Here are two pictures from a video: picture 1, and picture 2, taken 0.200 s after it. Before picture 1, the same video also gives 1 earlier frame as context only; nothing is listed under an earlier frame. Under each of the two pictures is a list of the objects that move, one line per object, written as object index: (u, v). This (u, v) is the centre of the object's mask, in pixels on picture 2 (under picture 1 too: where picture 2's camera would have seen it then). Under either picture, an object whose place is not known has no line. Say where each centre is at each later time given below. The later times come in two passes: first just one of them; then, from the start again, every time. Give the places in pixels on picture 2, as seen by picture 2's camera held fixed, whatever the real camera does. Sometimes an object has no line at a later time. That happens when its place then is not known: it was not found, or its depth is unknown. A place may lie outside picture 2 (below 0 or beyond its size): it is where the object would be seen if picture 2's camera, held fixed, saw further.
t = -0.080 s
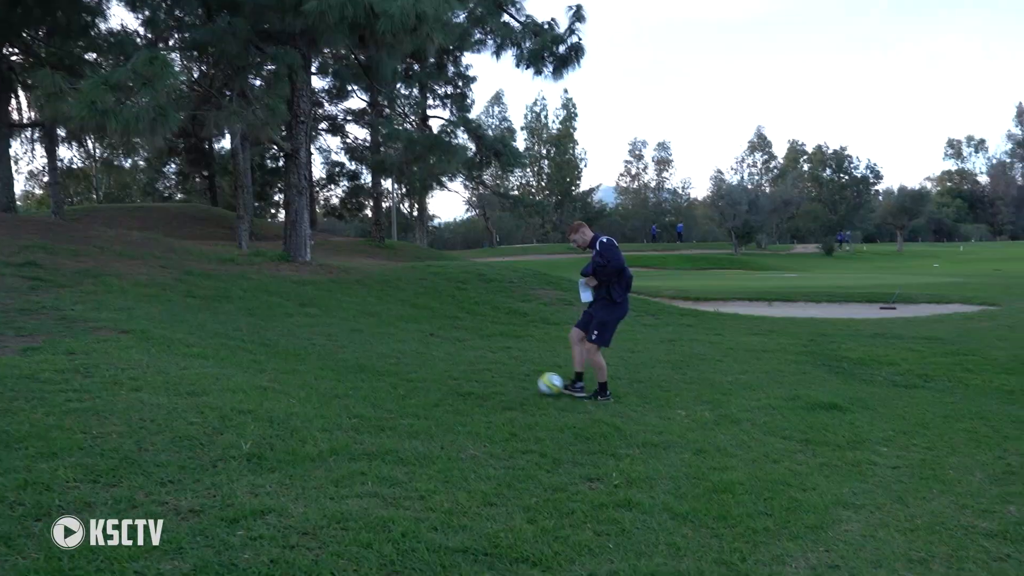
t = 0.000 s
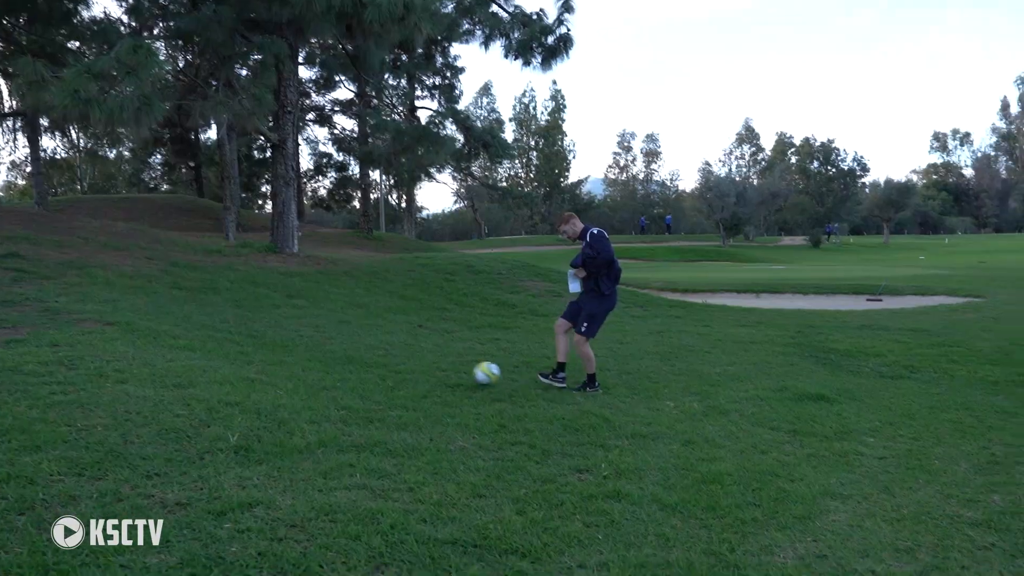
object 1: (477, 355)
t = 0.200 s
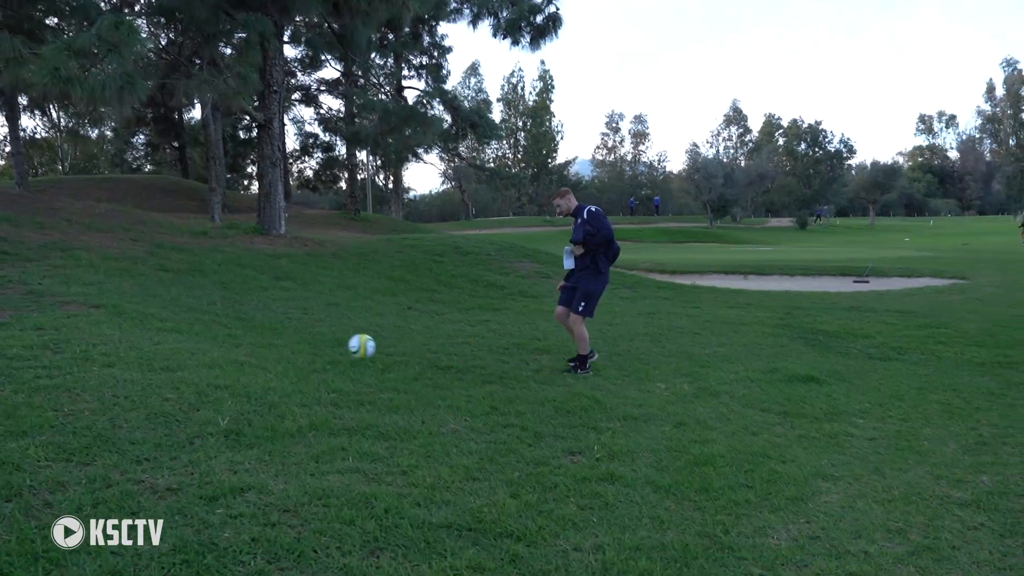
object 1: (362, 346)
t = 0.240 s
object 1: (342, 344)
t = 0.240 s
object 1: (342, 344)
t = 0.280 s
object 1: (323, 342)
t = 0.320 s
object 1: (303, 343)
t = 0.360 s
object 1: (282, 346)
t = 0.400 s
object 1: (262, 349)
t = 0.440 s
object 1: (246, 345)
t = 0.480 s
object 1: (231, 343)
